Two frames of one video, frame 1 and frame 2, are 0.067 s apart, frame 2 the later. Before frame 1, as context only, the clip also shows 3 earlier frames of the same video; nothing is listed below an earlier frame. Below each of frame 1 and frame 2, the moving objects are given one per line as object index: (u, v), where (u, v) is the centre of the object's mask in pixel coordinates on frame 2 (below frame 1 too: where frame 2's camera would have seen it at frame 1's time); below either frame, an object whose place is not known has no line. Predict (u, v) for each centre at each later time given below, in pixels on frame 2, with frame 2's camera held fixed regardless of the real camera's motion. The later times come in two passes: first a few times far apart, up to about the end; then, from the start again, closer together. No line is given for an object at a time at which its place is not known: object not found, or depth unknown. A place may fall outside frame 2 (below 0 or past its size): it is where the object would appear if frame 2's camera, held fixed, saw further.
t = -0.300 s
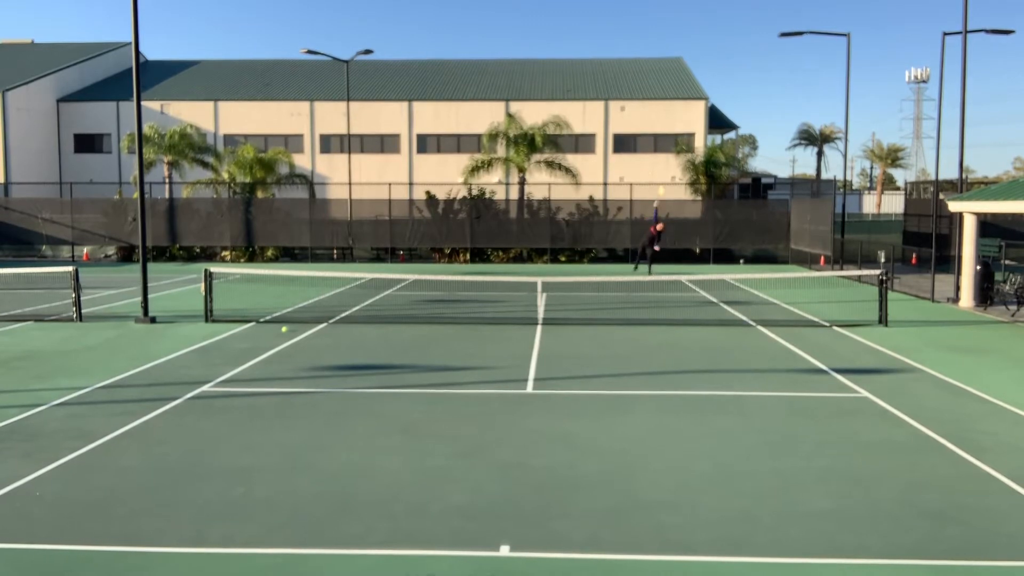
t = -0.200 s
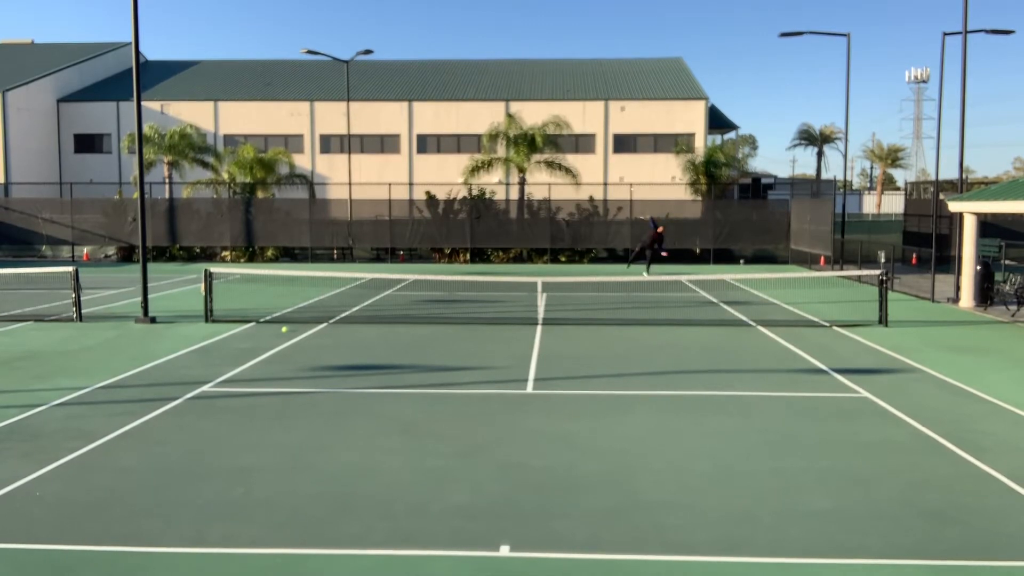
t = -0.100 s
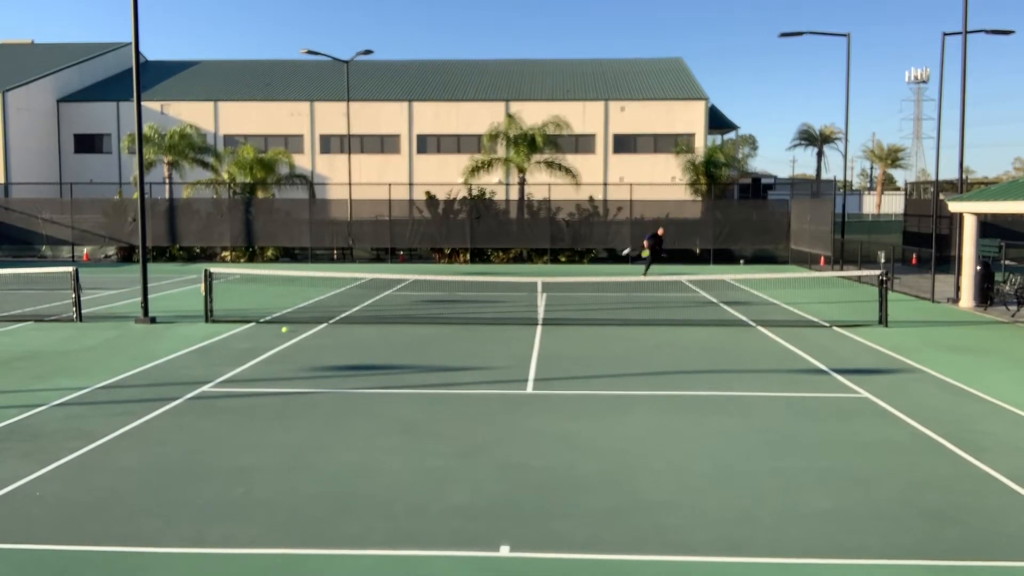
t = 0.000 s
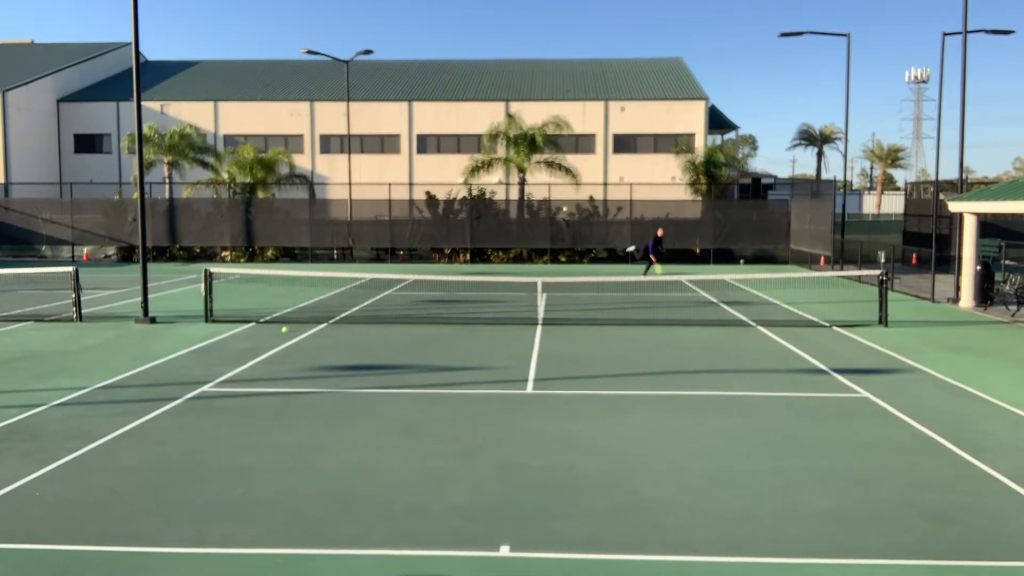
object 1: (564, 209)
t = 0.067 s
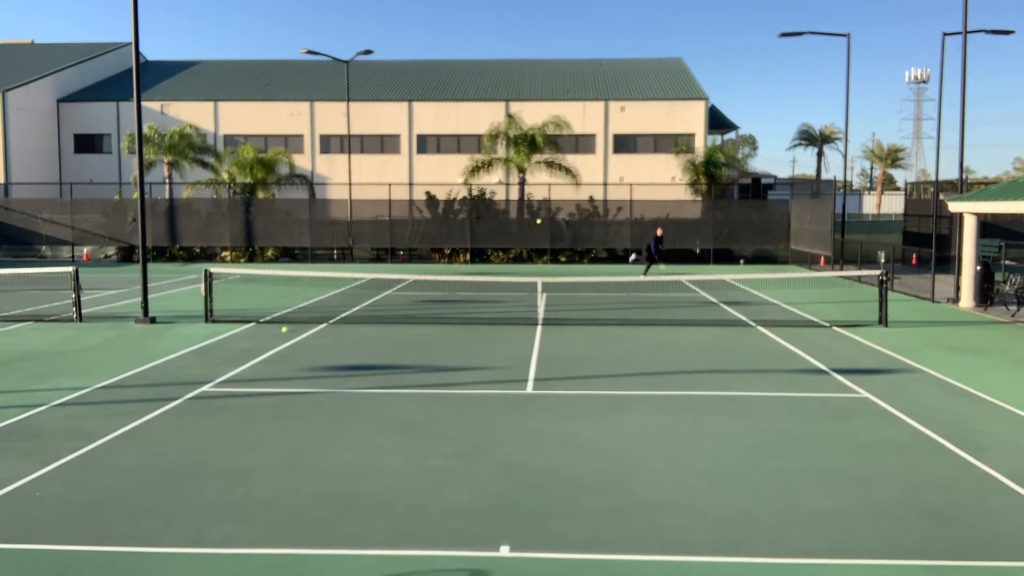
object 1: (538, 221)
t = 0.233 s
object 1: (460, 270)
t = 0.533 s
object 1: (277, 350)
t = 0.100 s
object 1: (524, 229)
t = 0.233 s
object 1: (460, 270)
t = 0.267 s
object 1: (442, 284)
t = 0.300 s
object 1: (422, 299)
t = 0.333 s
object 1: (402, 316)
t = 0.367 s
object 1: (380, 334)
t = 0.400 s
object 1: (357, 355)
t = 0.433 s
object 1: (334, 371)
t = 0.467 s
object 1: (316, 364)
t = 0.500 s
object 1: (297, 356)
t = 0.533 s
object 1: (277, 350)
